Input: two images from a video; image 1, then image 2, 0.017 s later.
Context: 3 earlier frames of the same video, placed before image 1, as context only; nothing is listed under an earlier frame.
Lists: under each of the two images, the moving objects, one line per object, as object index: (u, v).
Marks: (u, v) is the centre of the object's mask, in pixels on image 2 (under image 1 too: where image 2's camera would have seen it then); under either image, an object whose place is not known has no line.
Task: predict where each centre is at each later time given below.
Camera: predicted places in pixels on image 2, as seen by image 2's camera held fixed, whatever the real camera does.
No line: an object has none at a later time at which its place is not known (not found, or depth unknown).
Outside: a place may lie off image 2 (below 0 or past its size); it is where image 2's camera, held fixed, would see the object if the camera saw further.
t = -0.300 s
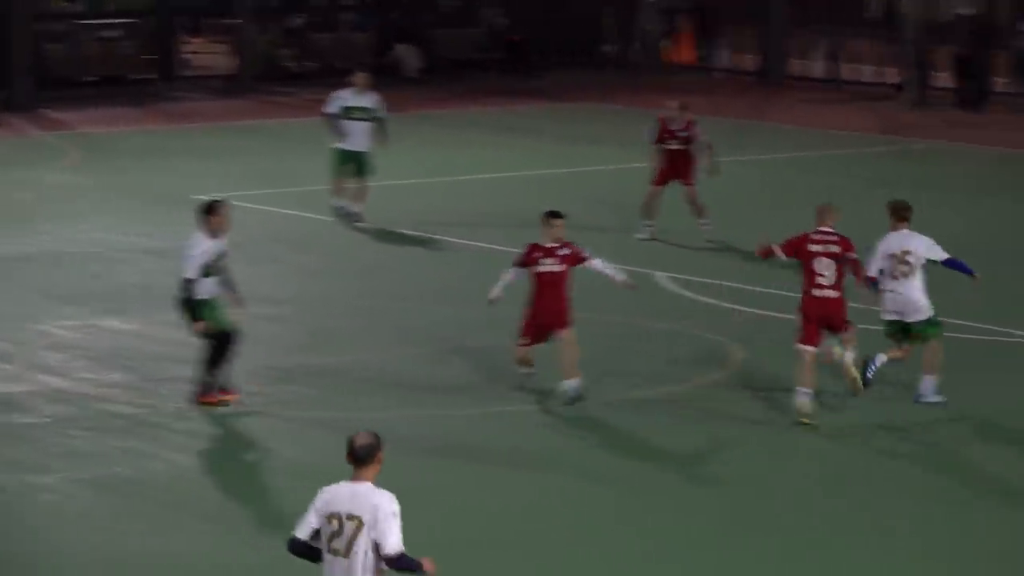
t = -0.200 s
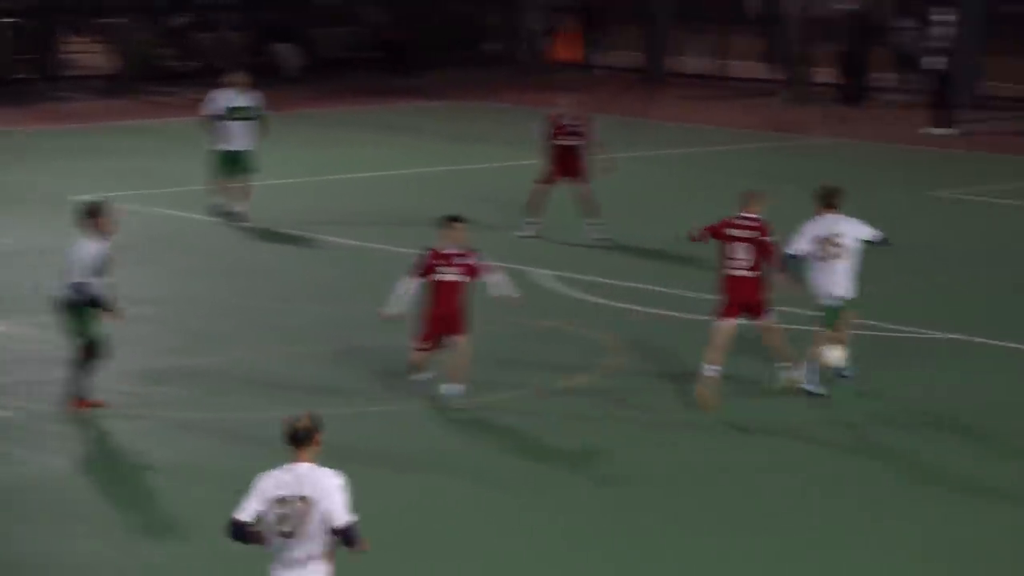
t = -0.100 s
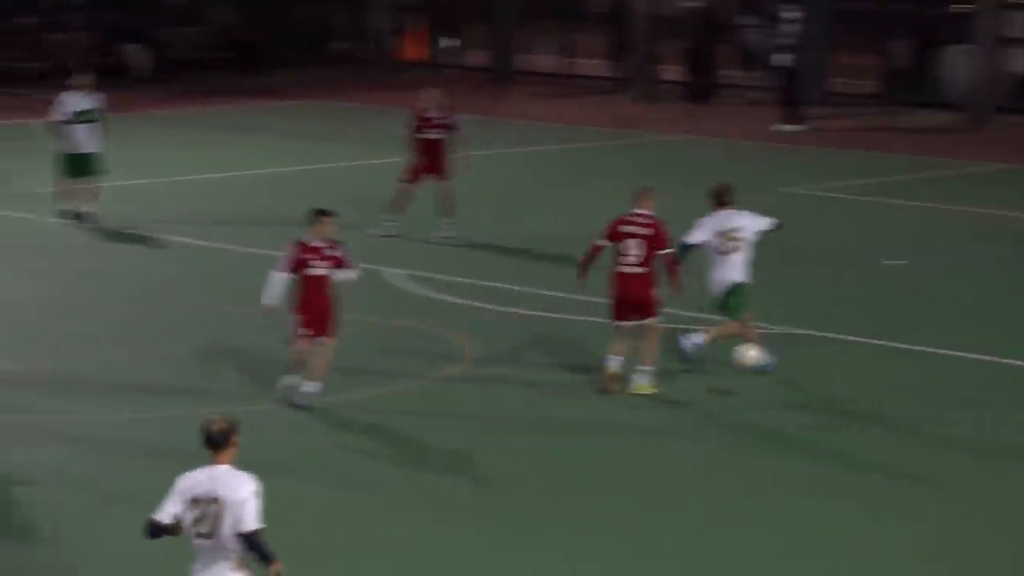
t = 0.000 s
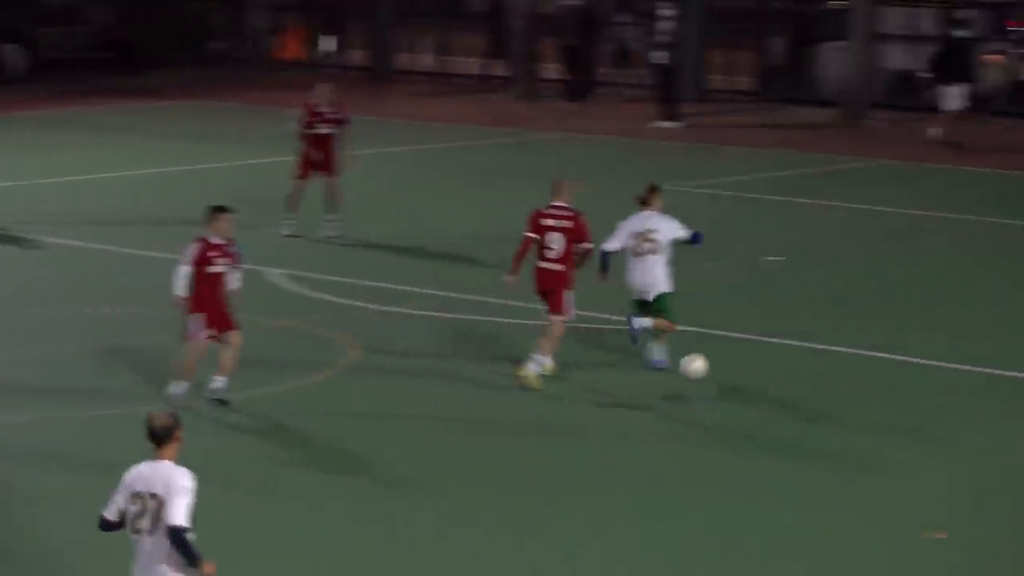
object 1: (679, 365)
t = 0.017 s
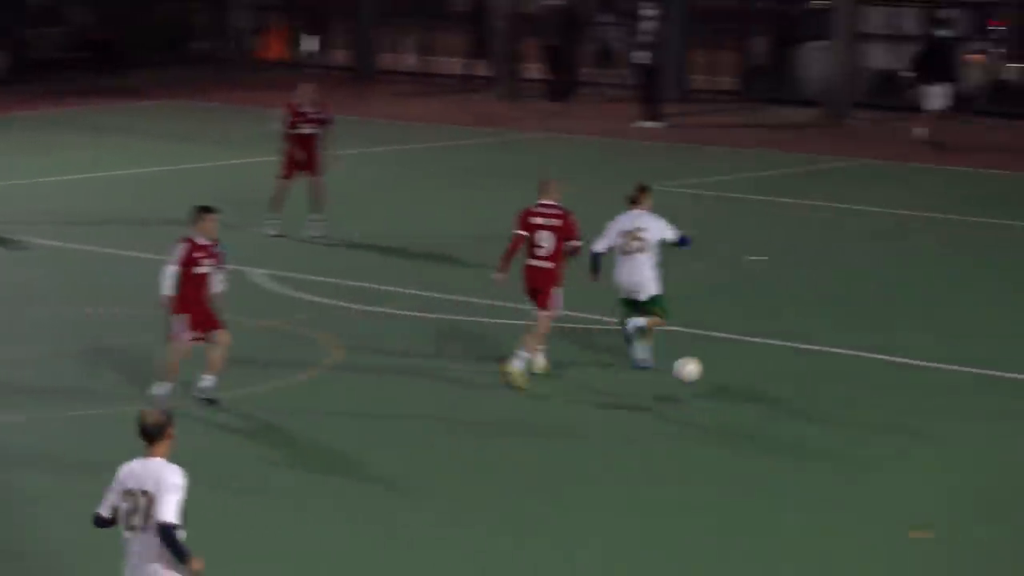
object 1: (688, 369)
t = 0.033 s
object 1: (696, 374)
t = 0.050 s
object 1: (703, 380)
